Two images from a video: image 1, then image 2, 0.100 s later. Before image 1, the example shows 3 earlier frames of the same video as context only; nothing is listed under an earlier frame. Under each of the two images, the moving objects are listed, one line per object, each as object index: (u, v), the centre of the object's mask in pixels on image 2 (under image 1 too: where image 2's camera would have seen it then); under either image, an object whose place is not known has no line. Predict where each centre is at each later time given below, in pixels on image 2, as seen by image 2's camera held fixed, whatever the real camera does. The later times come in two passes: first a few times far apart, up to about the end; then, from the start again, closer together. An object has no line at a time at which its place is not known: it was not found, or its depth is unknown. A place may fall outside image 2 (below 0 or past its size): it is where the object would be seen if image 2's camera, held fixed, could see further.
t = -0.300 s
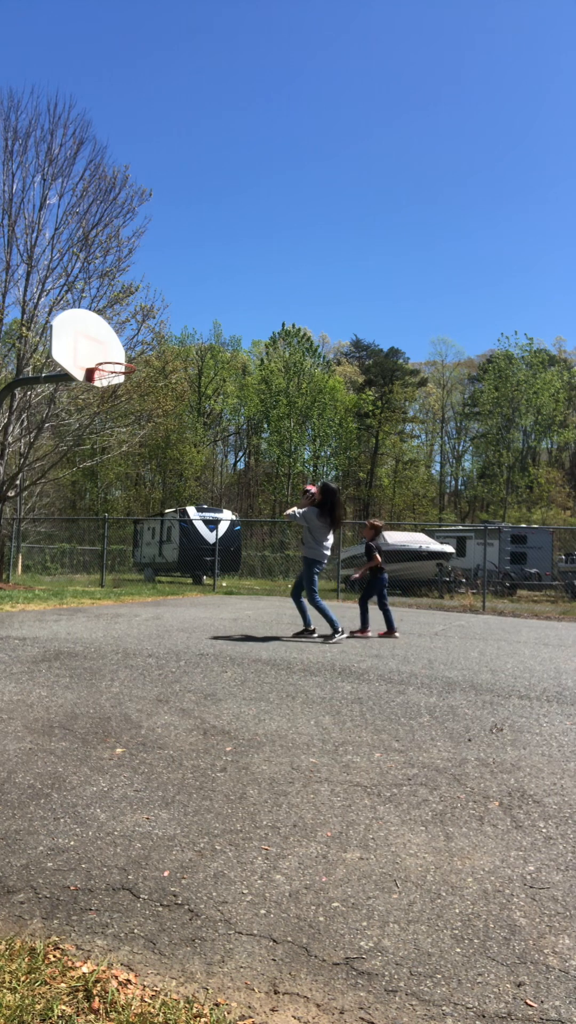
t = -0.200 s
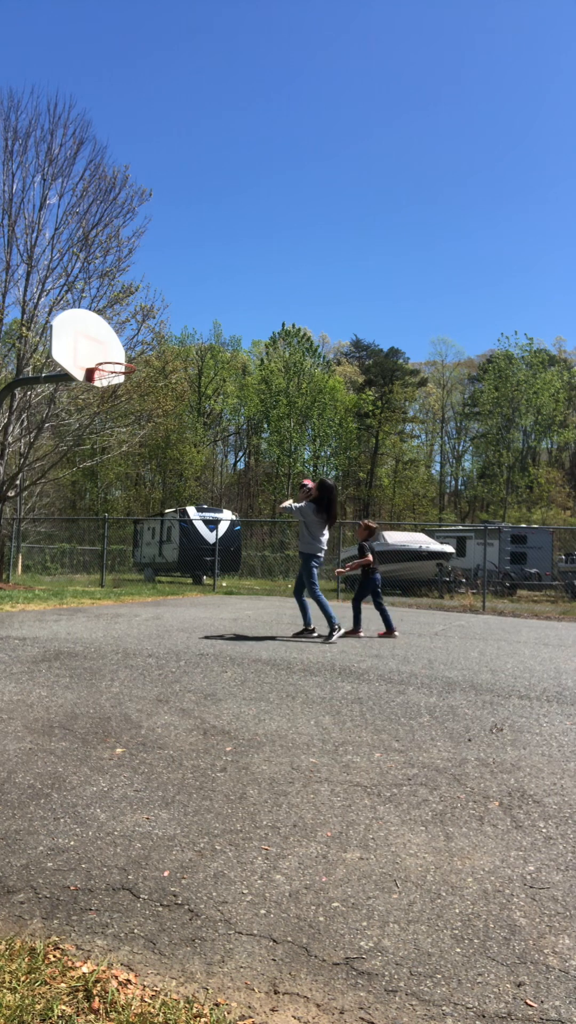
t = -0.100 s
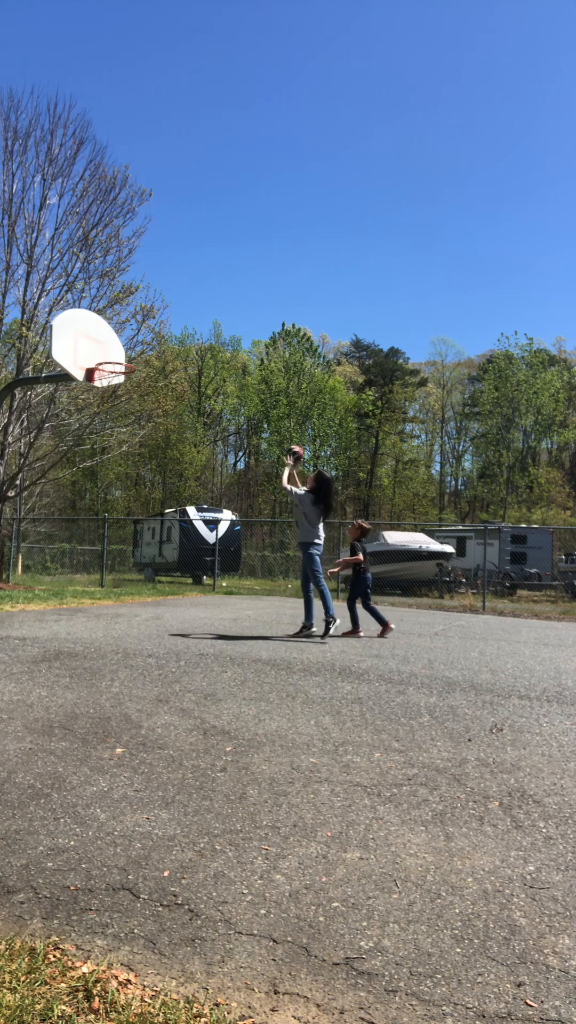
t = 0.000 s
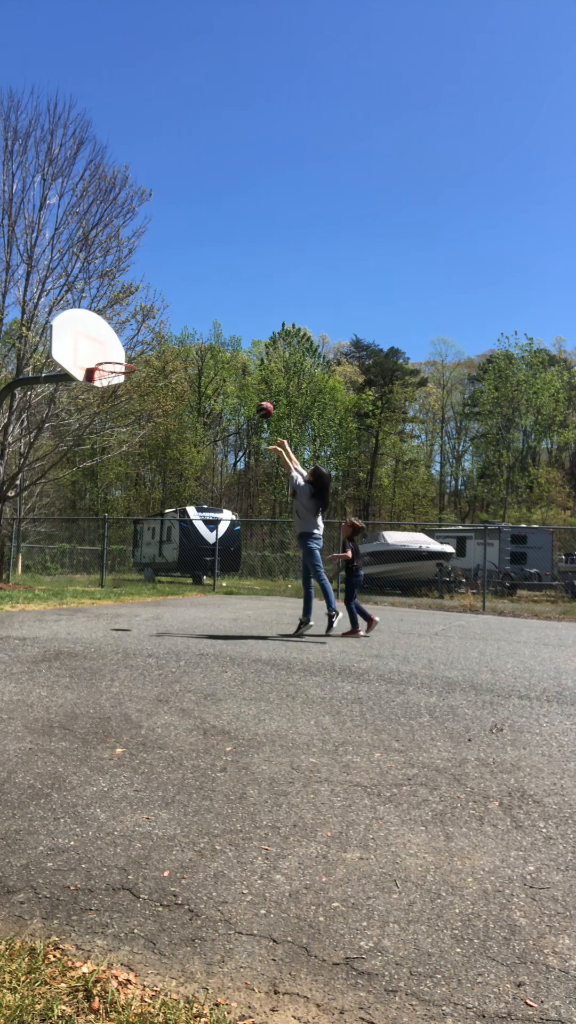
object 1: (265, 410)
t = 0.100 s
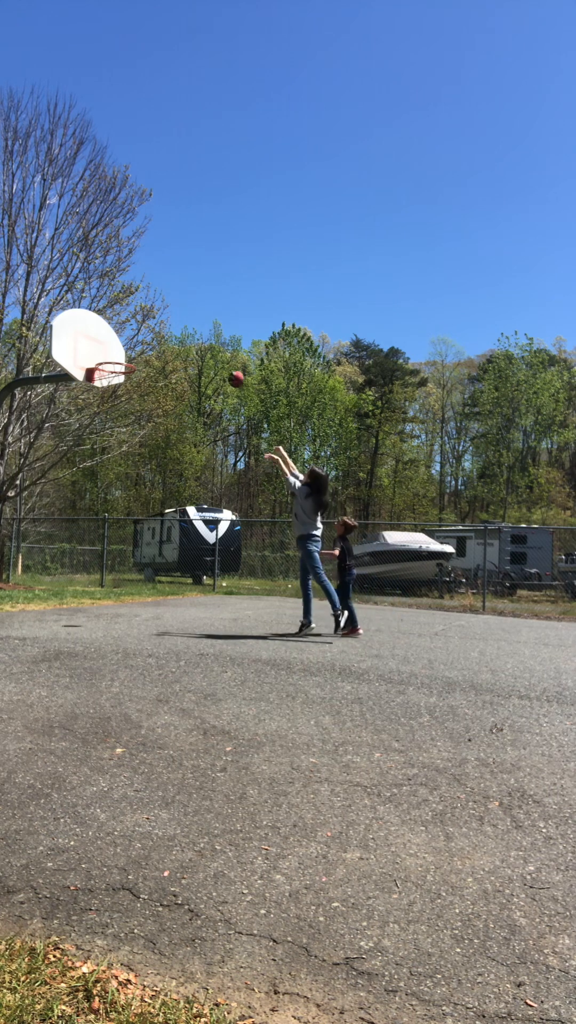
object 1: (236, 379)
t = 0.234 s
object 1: (200, 355)
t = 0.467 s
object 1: (143, 351)
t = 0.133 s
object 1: (227, 371)
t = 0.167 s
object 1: (217, 363)
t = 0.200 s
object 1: (209, 359)
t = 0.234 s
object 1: (200, 355)
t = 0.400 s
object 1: (159, 347)
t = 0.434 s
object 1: (151, 349)
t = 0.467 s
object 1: (143, 351)
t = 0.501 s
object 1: (135, 355)
